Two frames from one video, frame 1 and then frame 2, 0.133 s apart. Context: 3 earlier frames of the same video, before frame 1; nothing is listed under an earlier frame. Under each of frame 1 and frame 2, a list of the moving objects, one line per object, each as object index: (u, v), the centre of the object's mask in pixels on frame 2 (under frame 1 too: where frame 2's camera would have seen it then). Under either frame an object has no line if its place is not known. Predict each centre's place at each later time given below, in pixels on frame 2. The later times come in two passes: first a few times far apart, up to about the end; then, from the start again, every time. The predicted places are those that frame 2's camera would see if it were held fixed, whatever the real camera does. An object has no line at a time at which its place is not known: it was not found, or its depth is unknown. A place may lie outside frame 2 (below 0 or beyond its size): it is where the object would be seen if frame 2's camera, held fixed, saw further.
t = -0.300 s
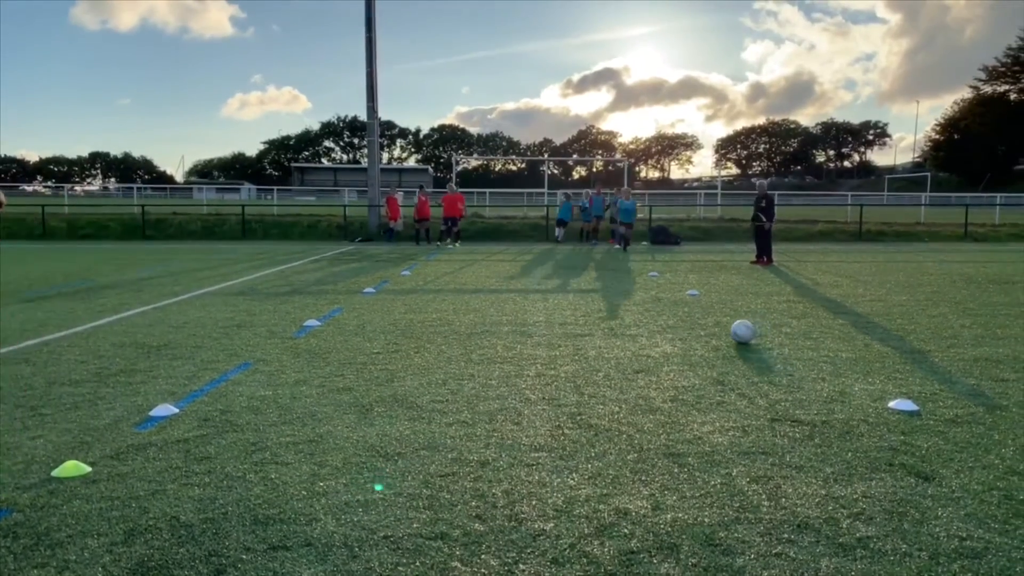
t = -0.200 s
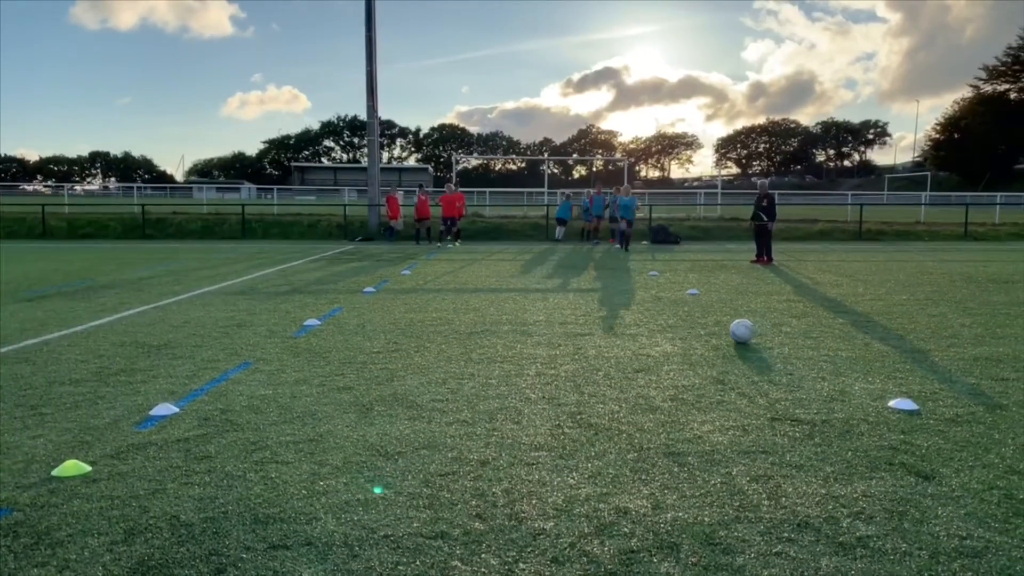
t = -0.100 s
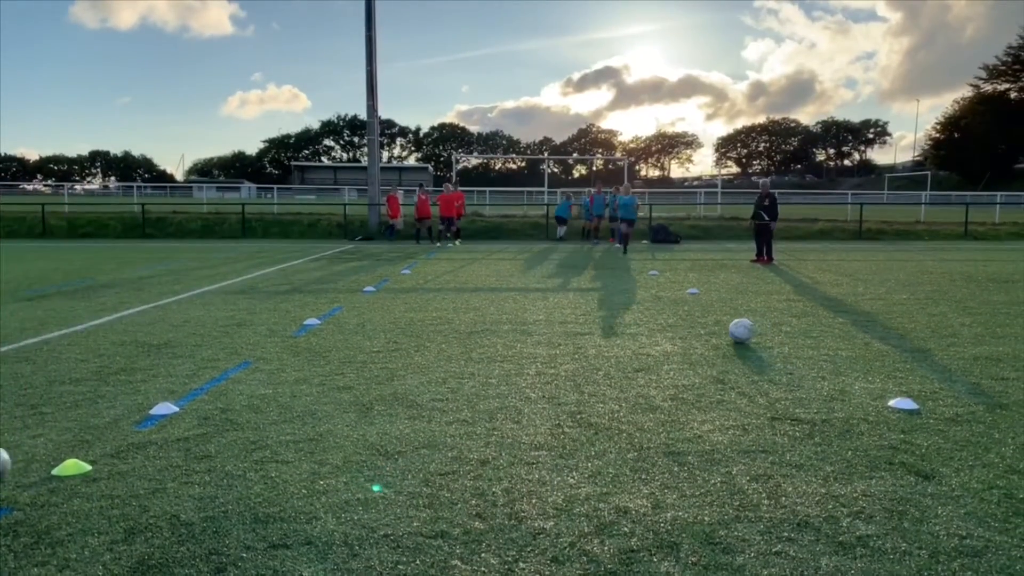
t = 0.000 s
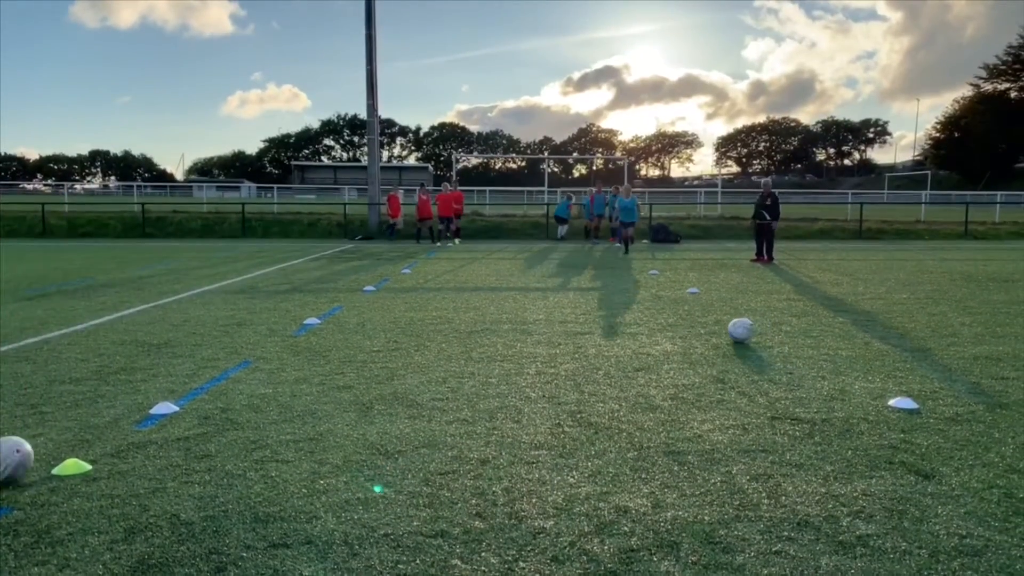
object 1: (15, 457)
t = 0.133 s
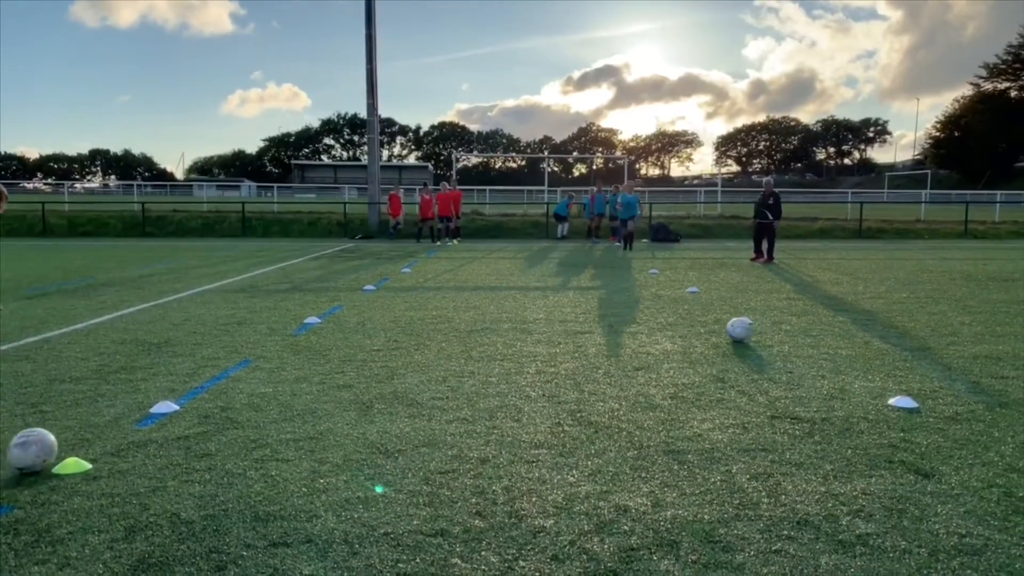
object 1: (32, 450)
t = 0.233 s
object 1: (49, 442)
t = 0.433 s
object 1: (79, 433)
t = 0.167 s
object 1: (38, 447)
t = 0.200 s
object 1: (44, 445)
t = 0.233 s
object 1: (49, 442)
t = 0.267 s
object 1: (54, 440)
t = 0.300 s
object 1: (59, 439)
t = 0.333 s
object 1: (64, 437)
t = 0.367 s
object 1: (69, 435)
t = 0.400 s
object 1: (74, 435)
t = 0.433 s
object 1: (79, 433)
